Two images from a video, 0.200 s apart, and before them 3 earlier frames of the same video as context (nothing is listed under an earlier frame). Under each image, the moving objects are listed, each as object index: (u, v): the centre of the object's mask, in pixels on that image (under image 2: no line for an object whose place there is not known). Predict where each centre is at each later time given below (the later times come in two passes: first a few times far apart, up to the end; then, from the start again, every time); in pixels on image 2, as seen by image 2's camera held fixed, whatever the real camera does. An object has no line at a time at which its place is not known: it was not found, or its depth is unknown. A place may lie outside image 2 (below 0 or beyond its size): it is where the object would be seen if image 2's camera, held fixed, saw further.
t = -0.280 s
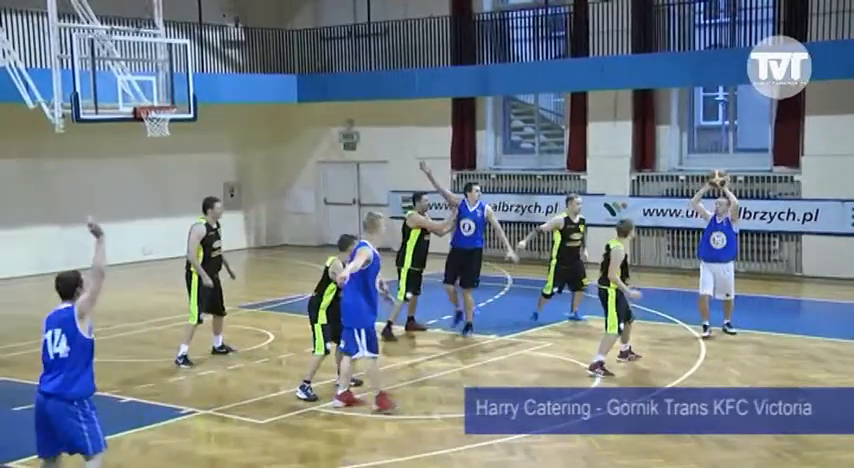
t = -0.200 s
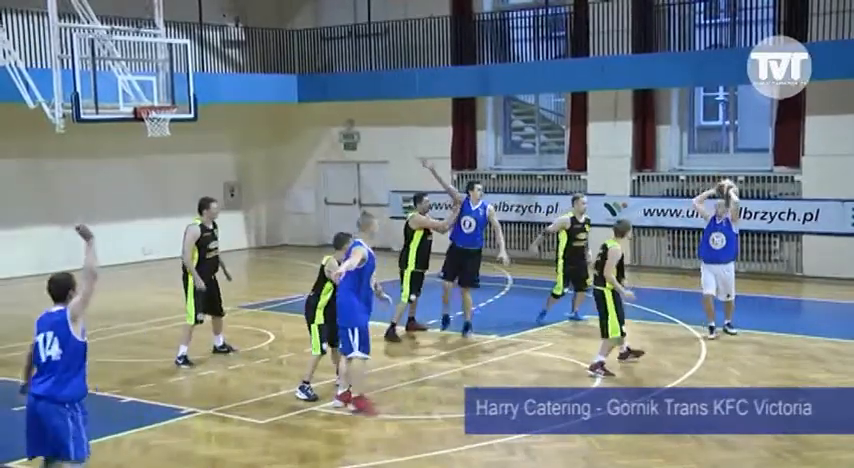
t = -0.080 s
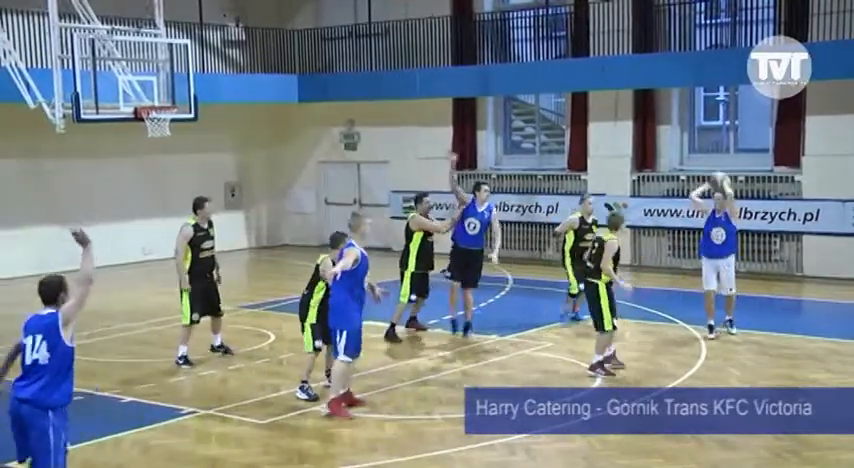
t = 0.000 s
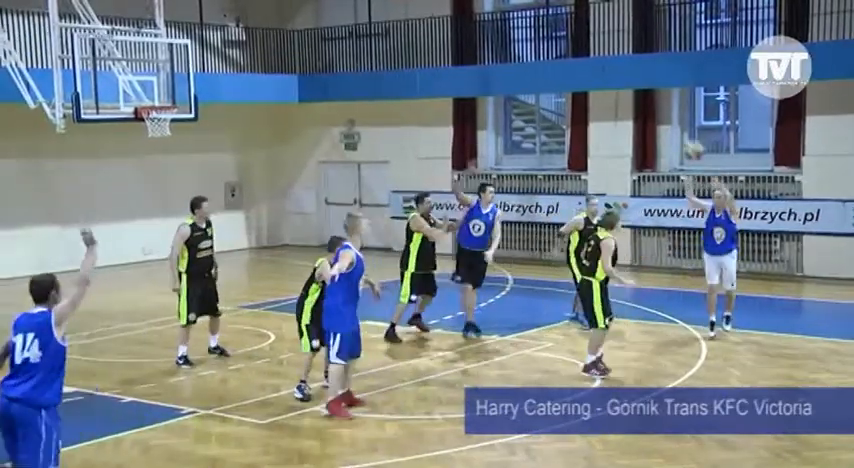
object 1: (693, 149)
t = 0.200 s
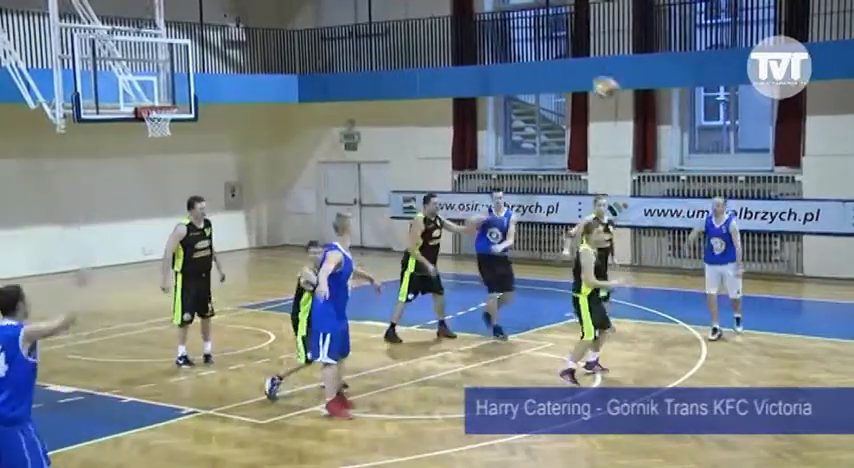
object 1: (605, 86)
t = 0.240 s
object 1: (585, 76)
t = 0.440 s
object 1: (468, 39)
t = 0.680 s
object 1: (287, 38)
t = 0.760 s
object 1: (218, 56)
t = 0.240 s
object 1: (585, 76)
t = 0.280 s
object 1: (563, 66)
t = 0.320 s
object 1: (542, 58)
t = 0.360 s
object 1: (518, 51)
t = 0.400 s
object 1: (493, 45)
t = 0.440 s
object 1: (468, 39)
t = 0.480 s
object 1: (444, 35)
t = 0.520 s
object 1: (416, 33)
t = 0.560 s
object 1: (387, 32)
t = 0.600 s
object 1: (356, 33)
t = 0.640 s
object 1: (322, 35)
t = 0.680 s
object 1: (287, 38)
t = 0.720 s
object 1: (253, 44)
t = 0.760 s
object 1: (218, 56)
